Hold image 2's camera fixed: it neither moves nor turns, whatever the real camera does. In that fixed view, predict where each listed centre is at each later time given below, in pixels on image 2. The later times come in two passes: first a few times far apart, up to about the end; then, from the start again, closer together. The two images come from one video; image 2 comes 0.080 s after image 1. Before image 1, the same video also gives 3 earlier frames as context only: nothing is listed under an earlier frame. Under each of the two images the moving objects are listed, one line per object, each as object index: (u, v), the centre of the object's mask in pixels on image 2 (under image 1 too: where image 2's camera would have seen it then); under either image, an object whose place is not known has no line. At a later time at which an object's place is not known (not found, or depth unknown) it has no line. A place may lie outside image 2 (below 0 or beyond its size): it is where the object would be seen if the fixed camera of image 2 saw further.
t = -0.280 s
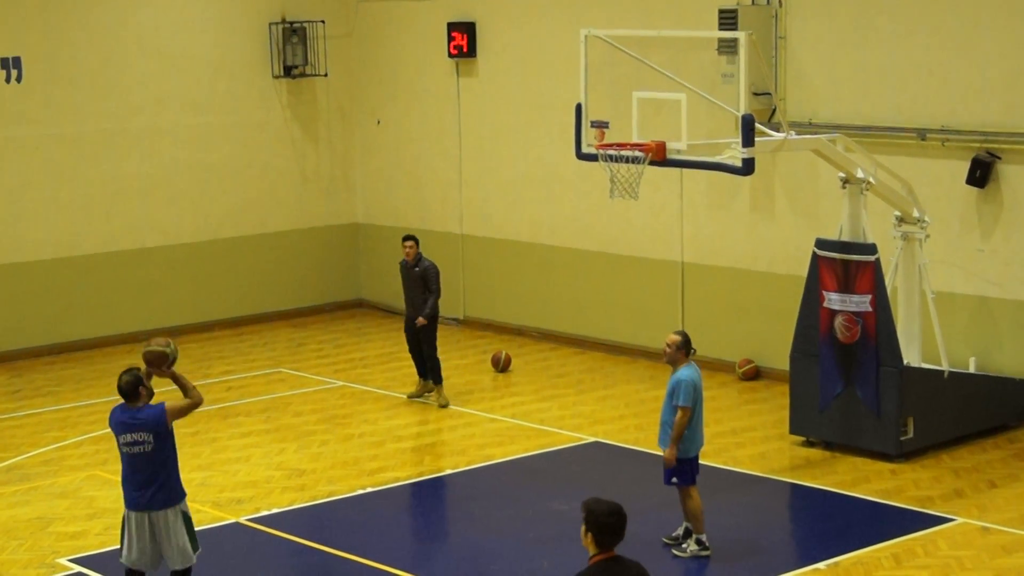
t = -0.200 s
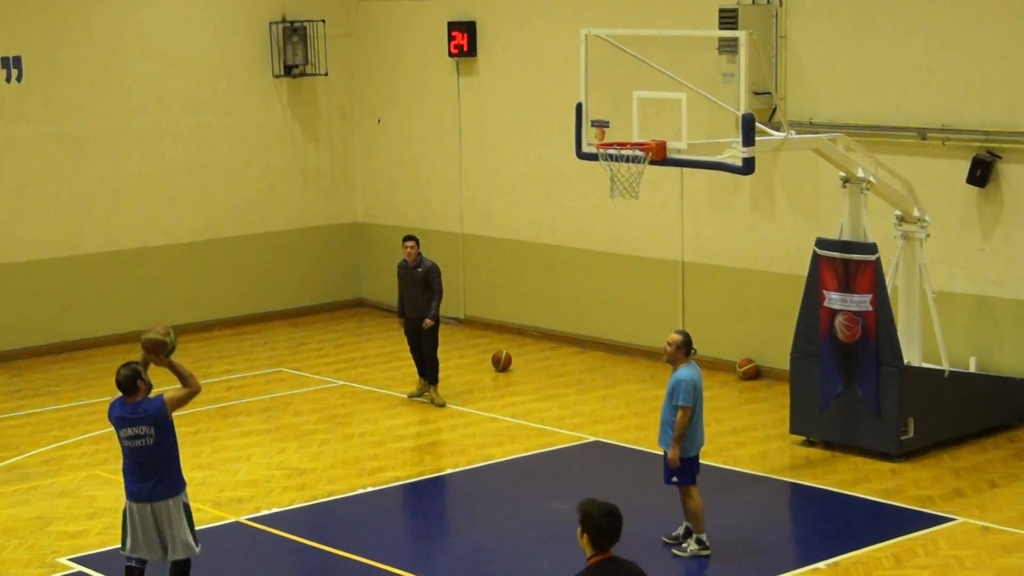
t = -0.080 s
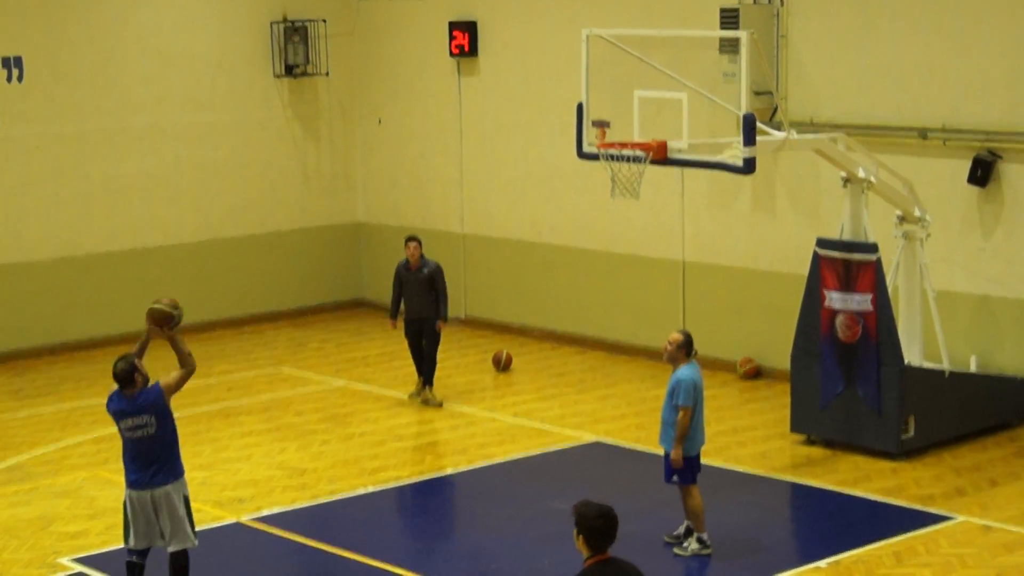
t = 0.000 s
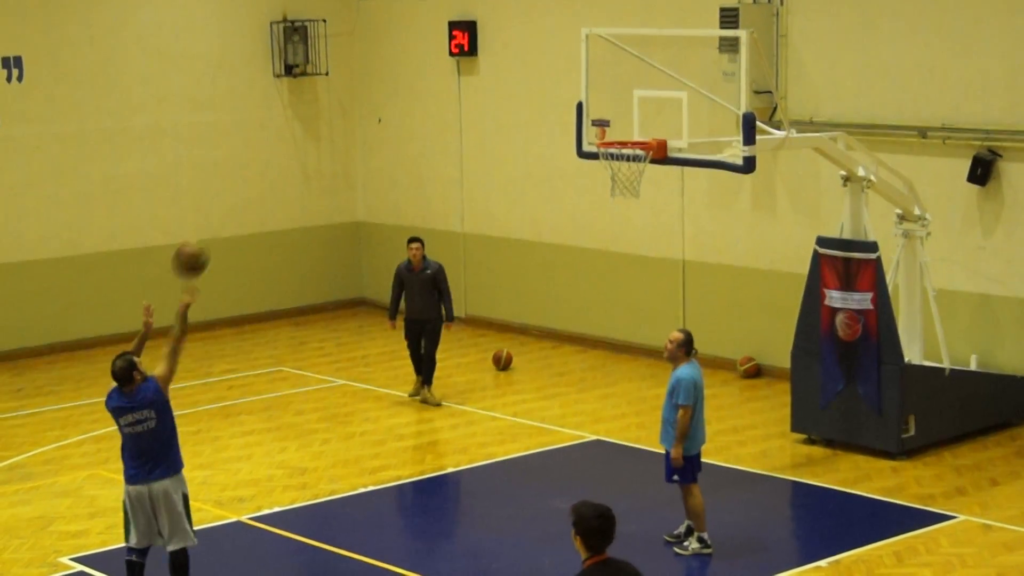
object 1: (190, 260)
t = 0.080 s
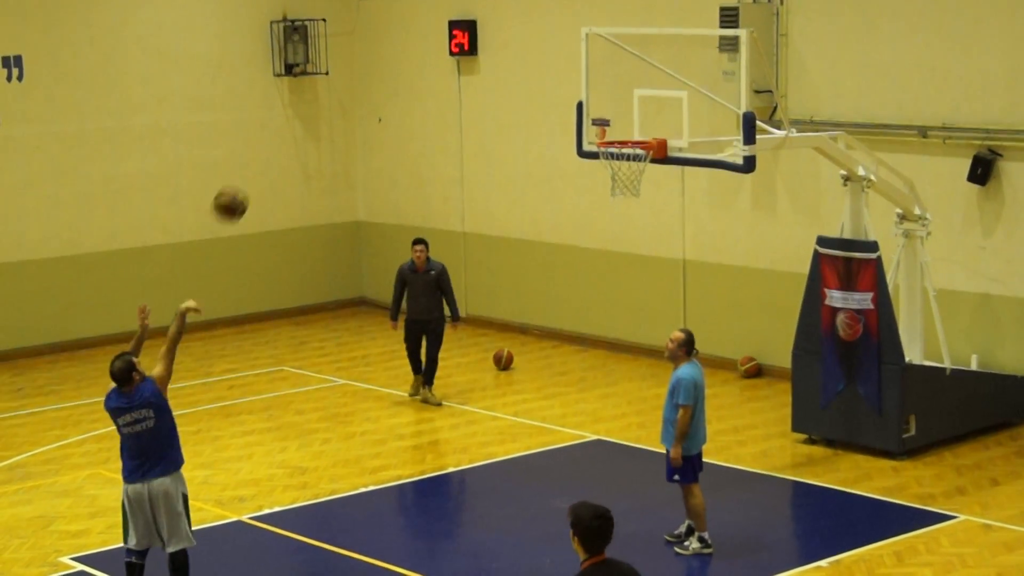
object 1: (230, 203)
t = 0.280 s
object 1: (328, 106)
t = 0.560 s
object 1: (455, 62)
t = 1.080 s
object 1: (518, 156)
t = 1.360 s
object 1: (392, 270)
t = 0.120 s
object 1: (250, 180)
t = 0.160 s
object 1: (270, 157)
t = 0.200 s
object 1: (289, 138)
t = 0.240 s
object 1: (308, 121)
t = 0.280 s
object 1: (328, 106)
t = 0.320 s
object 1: (346, 93)
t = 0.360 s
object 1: (365, 83)
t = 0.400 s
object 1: (383, 74)
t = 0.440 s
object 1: (402, 68)
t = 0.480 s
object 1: (419, 65)
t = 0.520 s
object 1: (437, 63)
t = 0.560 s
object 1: (455, 62)
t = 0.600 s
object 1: (473, 64)
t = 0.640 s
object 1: (490, 69)
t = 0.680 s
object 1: (507, 74)
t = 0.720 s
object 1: (523, 82)
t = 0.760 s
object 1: (538, 92)
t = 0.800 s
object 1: (555, 104)
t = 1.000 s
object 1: (552, 144)
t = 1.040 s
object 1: (535, 149)
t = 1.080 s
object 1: (518, 156)
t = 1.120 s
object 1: (501, 165)
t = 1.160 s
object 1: (484, 176)
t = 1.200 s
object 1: (466, 190)
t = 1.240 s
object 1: (448, 207)
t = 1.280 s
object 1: (430, 224)
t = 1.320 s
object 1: (412, 246)
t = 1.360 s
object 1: (392, 270)
